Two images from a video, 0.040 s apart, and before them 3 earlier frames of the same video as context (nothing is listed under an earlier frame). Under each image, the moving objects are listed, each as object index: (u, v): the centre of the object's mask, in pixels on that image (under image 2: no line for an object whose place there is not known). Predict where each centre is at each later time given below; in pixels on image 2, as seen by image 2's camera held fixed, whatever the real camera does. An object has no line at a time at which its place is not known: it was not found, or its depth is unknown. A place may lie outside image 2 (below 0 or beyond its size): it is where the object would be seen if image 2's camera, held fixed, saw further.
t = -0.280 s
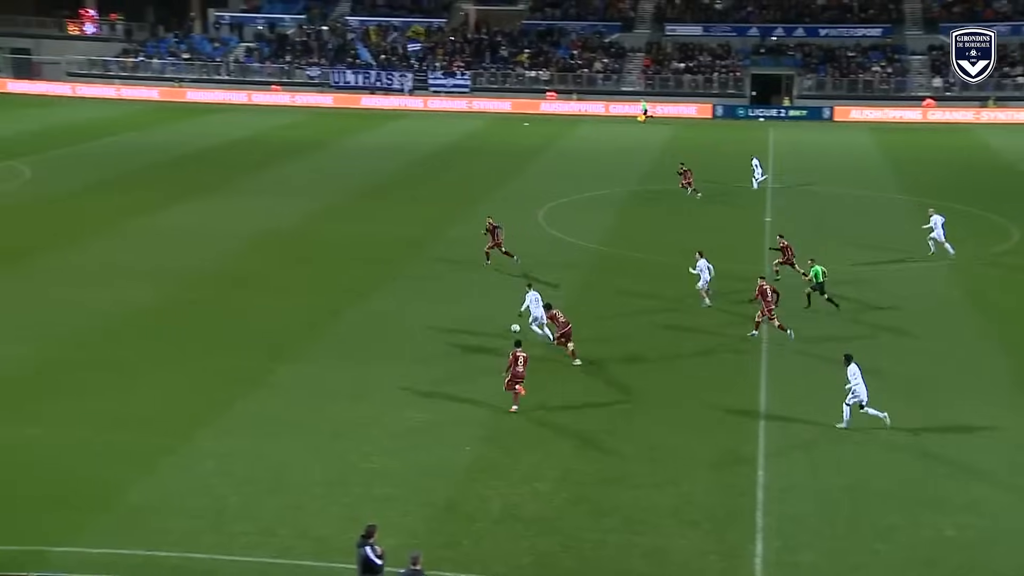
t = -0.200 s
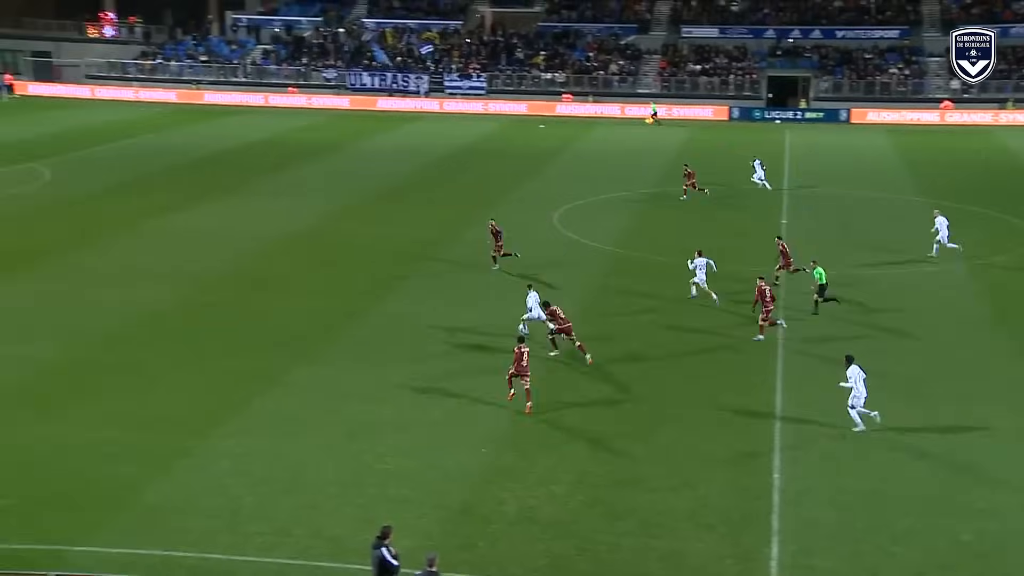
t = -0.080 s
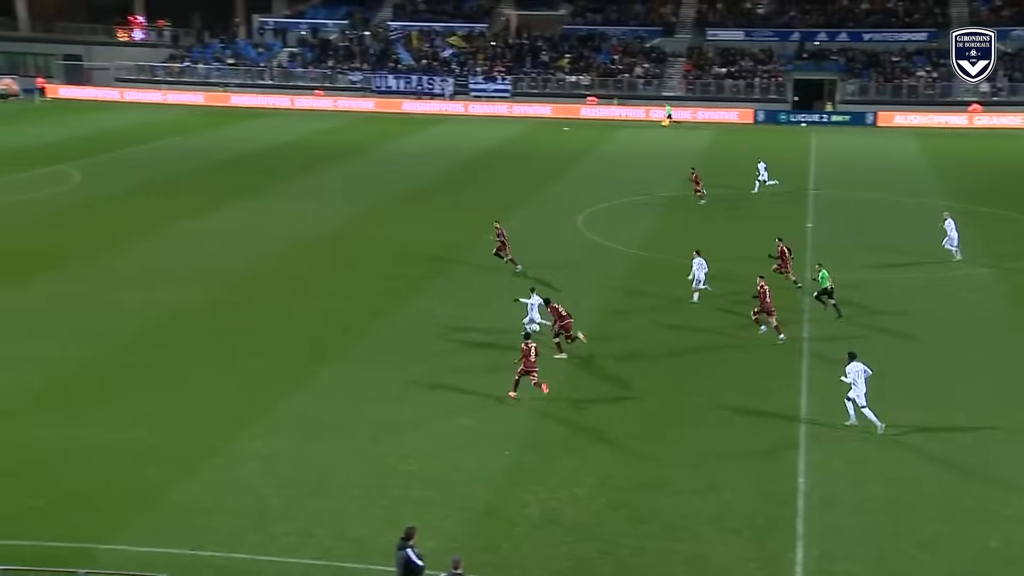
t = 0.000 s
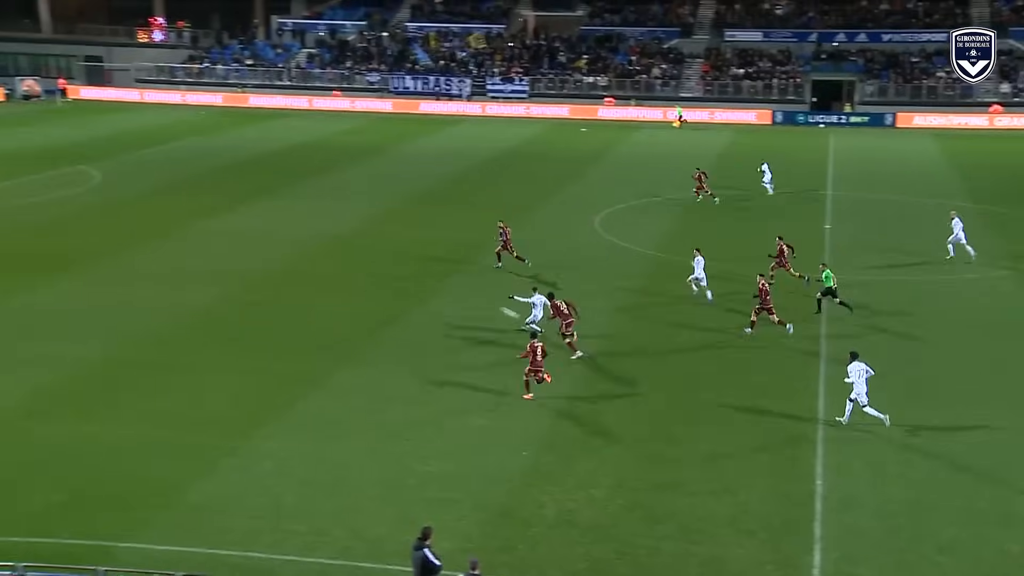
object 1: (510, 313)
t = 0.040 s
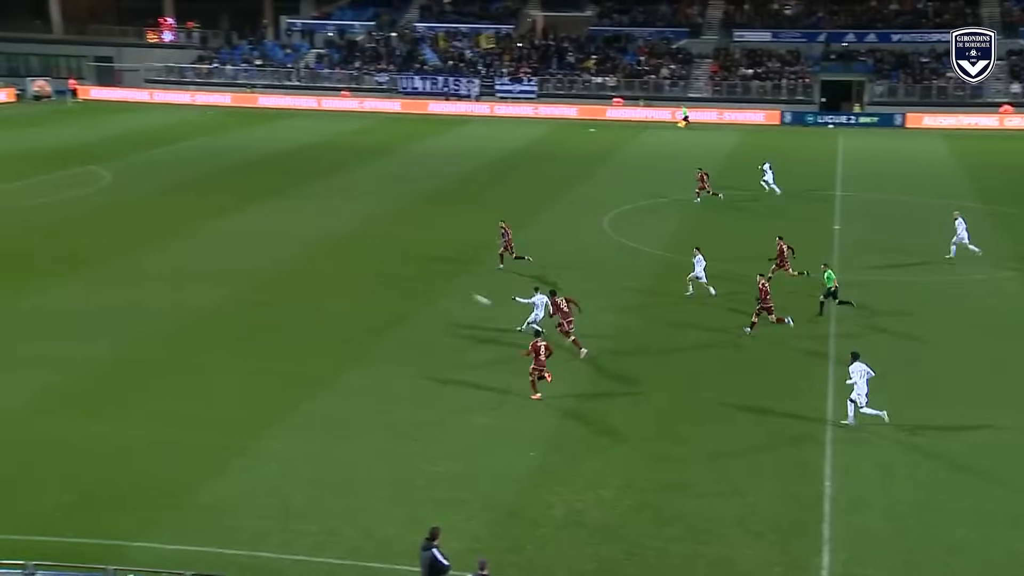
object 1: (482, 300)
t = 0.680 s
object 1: (67, 146)
